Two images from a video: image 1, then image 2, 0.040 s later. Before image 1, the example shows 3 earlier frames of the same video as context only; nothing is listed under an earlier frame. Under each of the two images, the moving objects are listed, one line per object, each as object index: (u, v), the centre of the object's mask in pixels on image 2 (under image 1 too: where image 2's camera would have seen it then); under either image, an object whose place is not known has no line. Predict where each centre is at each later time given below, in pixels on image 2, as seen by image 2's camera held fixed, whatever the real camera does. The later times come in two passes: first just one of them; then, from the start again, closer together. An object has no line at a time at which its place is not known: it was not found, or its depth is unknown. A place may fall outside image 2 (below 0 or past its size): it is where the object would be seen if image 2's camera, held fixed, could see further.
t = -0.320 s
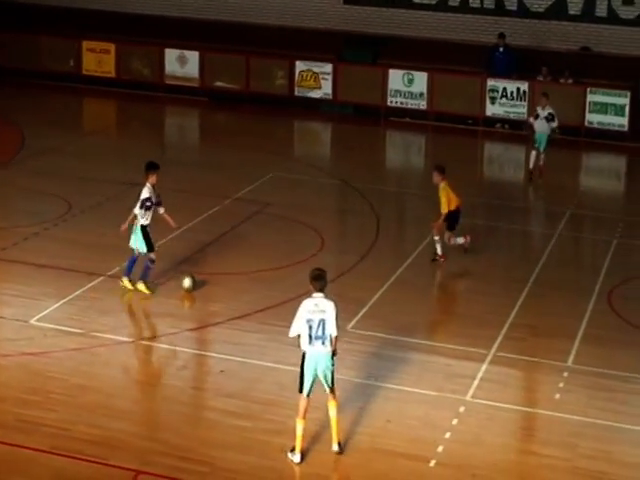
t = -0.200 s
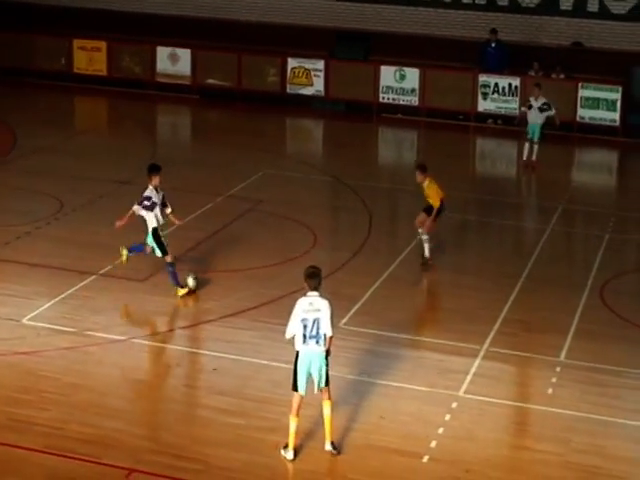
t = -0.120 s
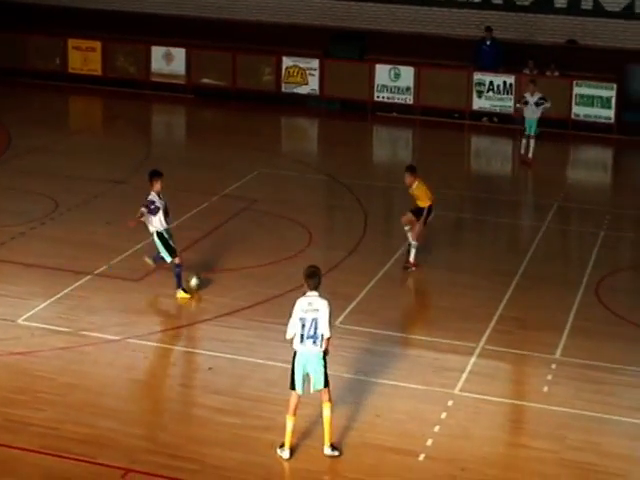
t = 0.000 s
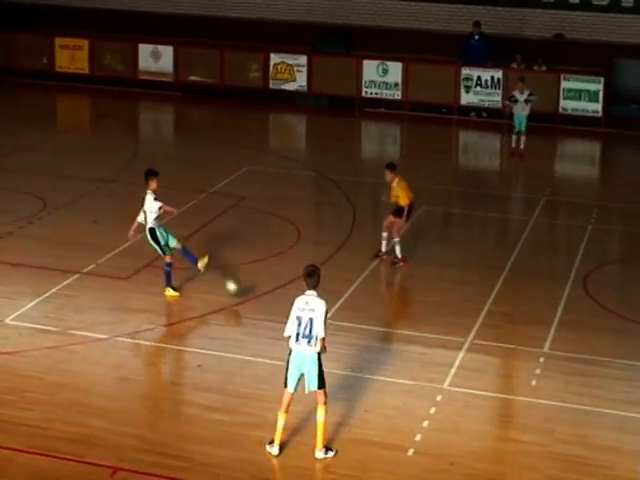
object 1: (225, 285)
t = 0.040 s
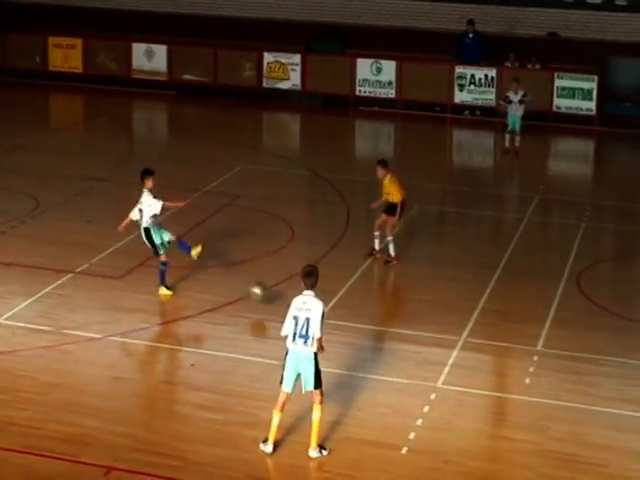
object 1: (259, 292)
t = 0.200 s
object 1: (394, 341)
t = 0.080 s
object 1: (287, 300)
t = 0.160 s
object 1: (358, 326)
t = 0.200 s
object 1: (394, 341)
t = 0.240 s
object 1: (431, 360)
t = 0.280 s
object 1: (465, 365)
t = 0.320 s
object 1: (499, 374)
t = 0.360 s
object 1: (534, 383)
